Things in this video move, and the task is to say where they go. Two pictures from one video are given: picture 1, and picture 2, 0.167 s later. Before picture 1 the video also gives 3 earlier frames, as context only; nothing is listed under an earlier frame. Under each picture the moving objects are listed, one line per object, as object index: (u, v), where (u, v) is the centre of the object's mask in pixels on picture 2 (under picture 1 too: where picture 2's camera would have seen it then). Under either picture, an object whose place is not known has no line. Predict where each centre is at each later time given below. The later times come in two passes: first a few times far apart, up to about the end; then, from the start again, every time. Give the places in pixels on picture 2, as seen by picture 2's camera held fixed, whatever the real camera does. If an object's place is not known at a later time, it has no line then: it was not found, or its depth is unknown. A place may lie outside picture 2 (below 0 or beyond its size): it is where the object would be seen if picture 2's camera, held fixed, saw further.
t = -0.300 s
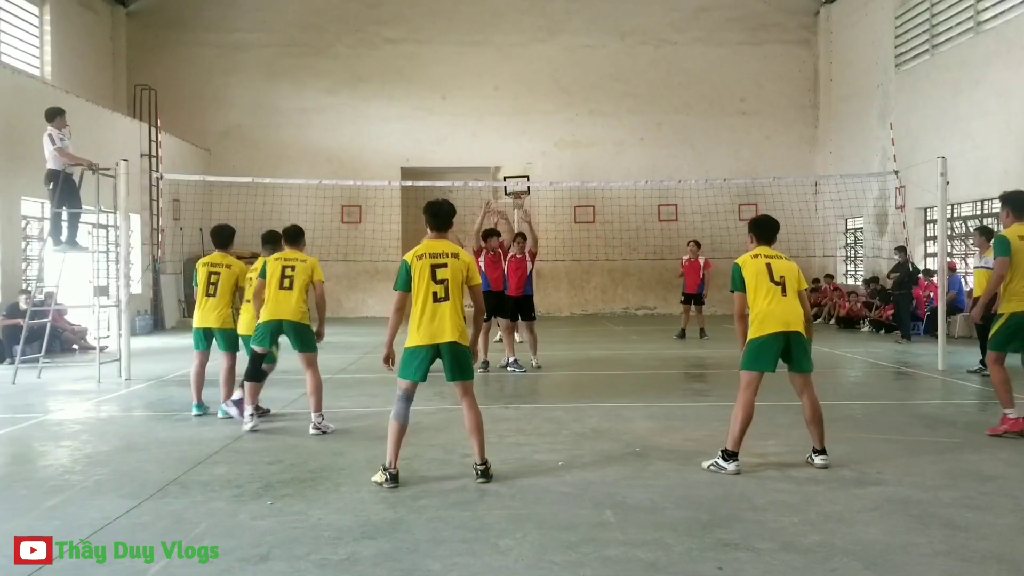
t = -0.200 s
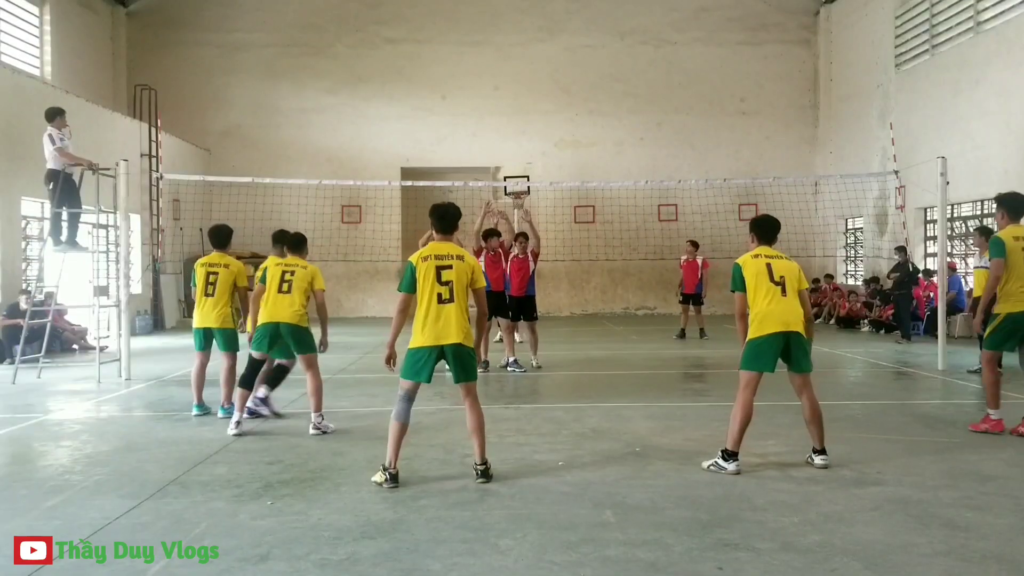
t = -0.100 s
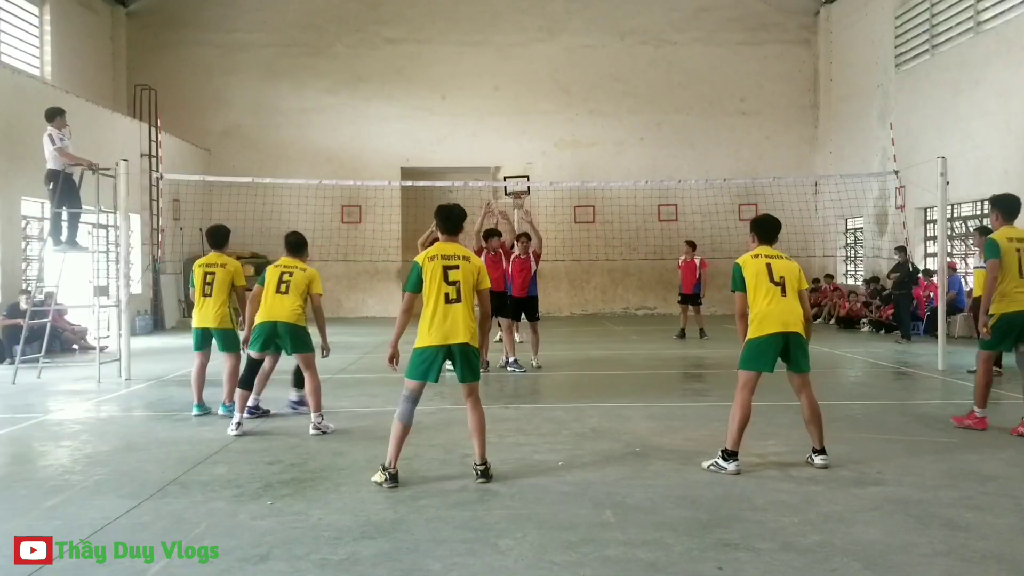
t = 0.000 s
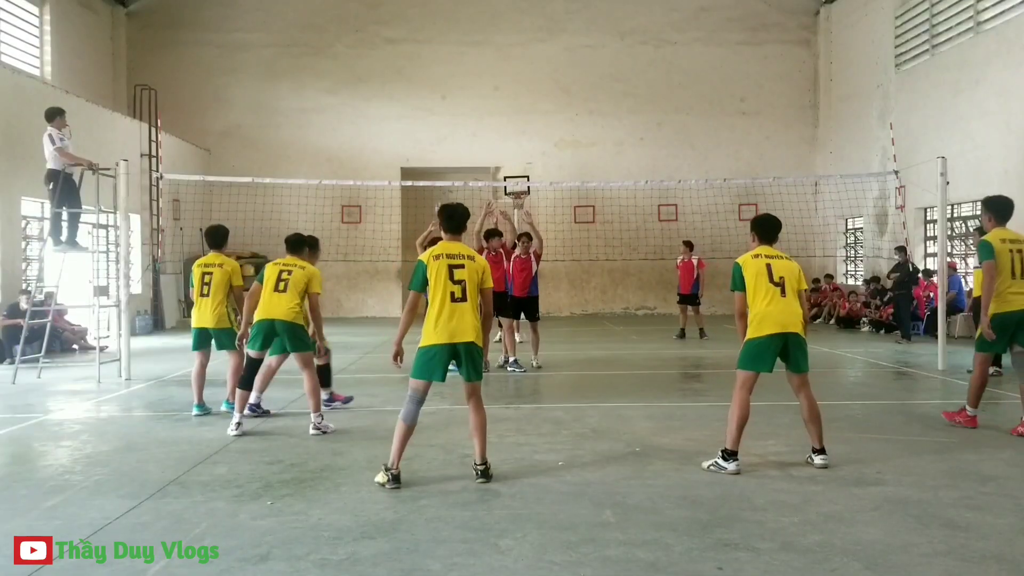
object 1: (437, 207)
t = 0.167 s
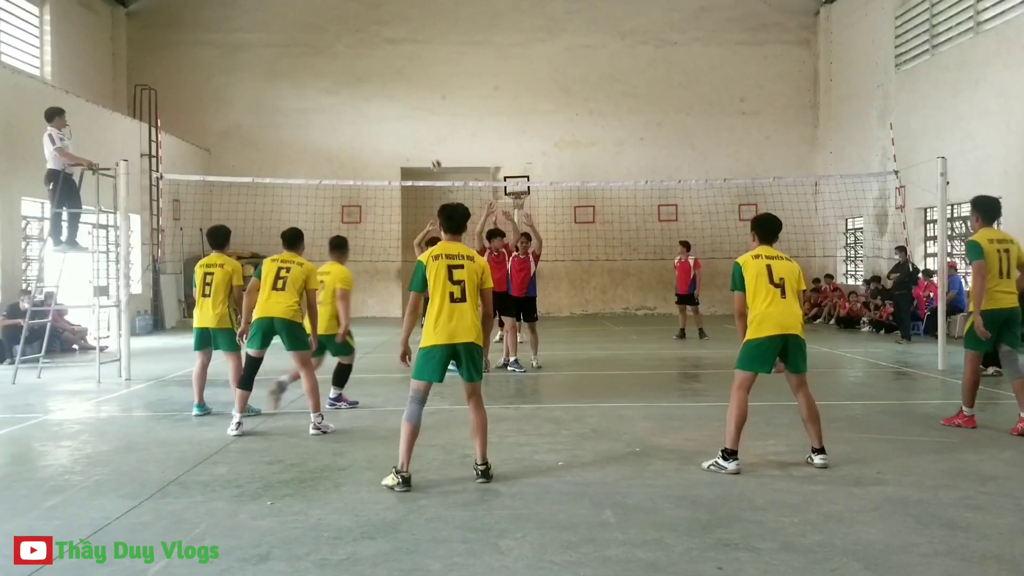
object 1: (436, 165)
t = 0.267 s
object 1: (434, 143)
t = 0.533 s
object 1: (421, 102)
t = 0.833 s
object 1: (407, 112)
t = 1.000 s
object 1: (396, 160)
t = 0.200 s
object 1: (435, 157)
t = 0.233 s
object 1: (435, 150)
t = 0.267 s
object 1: (434, 143)
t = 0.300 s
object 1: (432, 136)
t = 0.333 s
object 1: (431, 129)
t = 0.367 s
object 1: (429, 124)
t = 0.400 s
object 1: (428, 118)
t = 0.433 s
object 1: (427, 114)
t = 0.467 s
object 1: (426, 109)
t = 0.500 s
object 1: (423, 105)
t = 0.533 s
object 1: (421, 102)
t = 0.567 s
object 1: (420, 100)
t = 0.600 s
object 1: (418, 97)
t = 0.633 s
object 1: (417, 97)
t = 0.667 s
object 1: (415, 97)
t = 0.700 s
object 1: (413, 98)
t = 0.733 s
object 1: (412, 100)
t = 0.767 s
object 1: (410, 103)
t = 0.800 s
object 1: (409, 107)
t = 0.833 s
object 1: (407, 112)
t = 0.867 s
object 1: (405, 119)
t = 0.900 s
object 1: (403, 126)
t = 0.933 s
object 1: (401, 136)
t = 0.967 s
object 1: (400, 147)
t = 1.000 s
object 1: (396, 160)
